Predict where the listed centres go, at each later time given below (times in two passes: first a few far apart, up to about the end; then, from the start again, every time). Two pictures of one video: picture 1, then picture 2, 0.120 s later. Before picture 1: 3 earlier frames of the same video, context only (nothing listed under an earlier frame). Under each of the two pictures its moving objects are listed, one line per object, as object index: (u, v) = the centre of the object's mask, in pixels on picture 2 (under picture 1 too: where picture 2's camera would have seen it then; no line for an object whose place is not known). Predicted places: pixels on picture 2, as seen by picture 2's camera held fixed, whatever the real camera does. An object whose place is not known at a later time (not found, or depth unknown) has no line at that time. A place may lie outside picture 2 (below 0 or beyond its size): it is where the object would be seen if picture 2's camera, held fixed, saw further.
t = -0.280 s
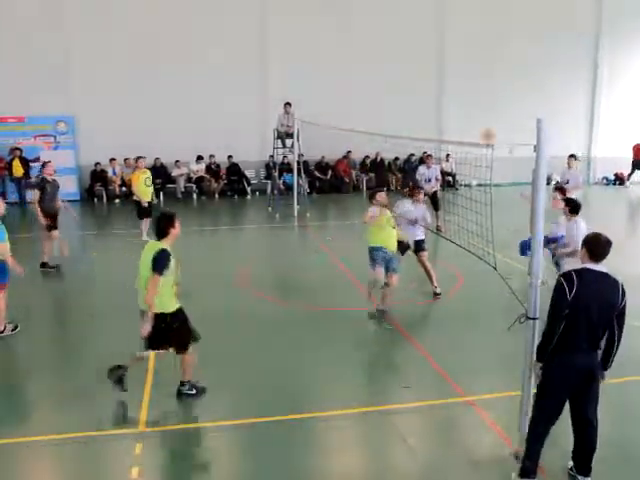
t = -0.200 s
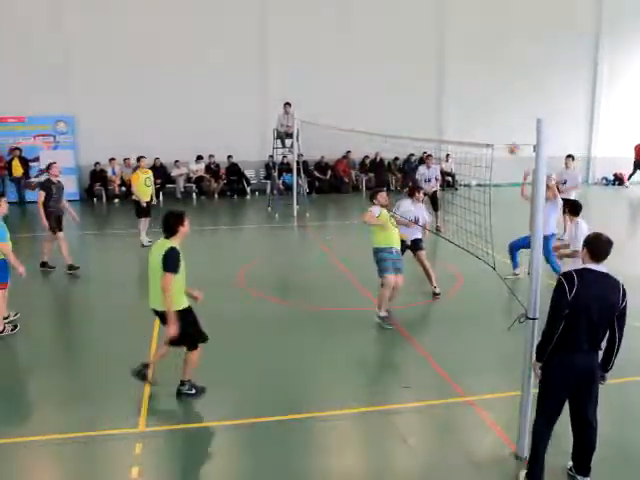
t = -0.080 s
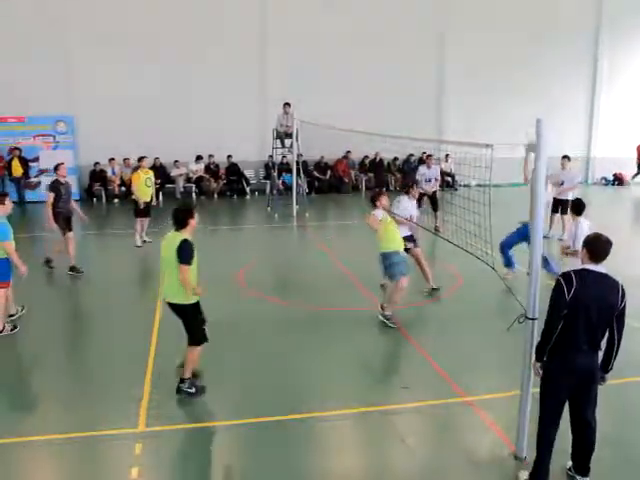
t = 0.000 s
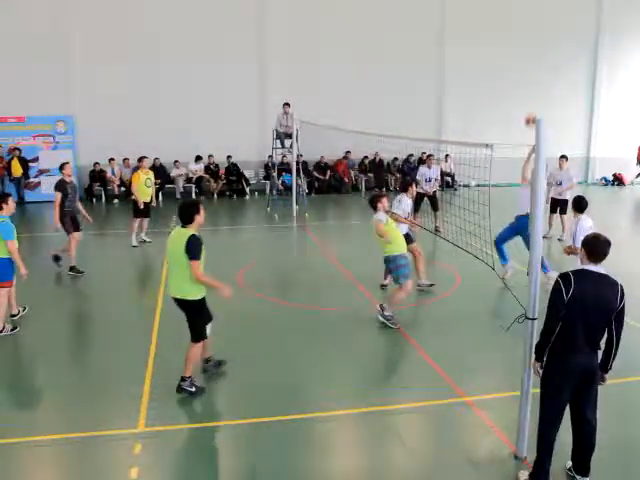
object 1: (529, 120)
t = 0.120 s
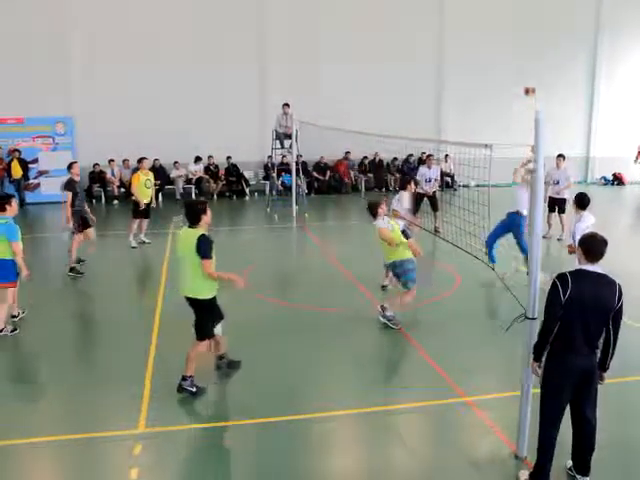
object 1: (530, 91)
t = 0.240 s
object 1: (527, 71)
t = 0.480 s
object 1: (524, 54)
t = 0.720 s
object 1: (520, 75)
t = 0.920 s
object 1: (512, 121)
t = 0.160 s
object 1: (530, 82)
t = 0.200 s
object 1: (529, 74)
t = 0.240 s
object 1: (527, 71)
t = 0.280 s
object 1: (527, 64)
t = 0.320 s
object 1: (526, 61)
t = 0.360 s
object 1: (525, 57)
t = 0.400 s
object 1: (524, 55)
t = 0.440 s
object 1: (524, 54)
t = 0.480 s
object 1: (524, 54)
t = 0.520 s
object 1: (522, 55)
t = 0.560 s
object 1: (522, 56)
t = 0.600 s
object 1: (521, 59)
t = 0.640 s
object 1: (520, 63)
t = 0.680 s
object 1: (520, 68)
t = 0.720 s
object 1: (520, 75)
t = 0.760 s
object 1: (518, 83)
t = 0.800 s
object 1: (518, 91)
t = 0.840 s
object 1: (514, 100)
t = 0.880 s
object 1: (512, 111)
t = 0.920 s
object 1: (512, 121)
